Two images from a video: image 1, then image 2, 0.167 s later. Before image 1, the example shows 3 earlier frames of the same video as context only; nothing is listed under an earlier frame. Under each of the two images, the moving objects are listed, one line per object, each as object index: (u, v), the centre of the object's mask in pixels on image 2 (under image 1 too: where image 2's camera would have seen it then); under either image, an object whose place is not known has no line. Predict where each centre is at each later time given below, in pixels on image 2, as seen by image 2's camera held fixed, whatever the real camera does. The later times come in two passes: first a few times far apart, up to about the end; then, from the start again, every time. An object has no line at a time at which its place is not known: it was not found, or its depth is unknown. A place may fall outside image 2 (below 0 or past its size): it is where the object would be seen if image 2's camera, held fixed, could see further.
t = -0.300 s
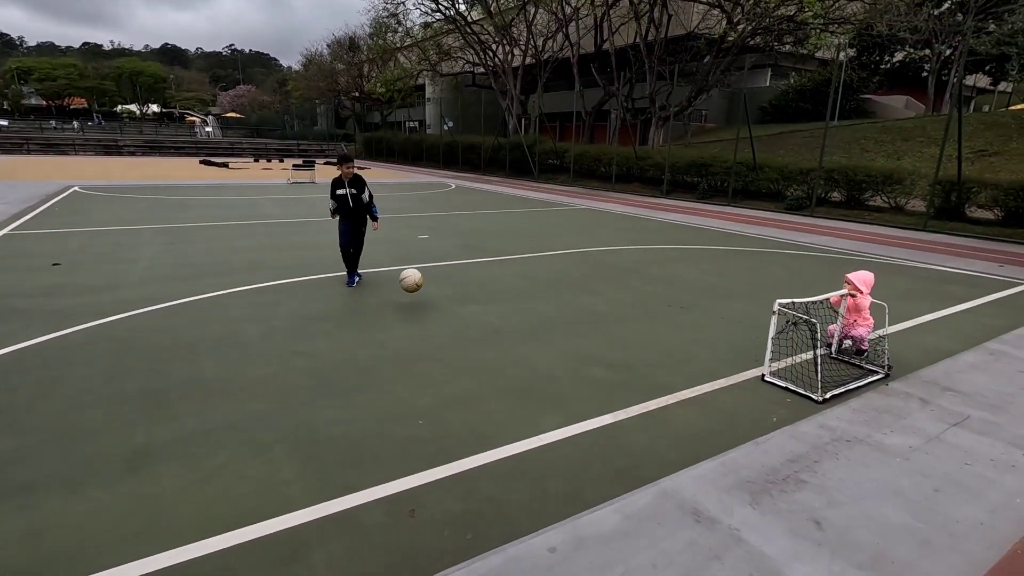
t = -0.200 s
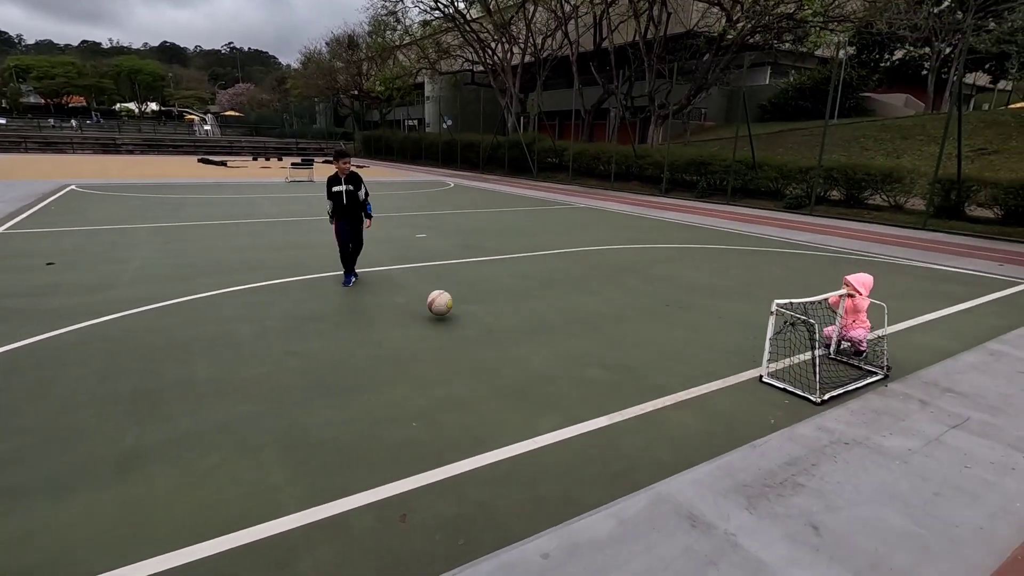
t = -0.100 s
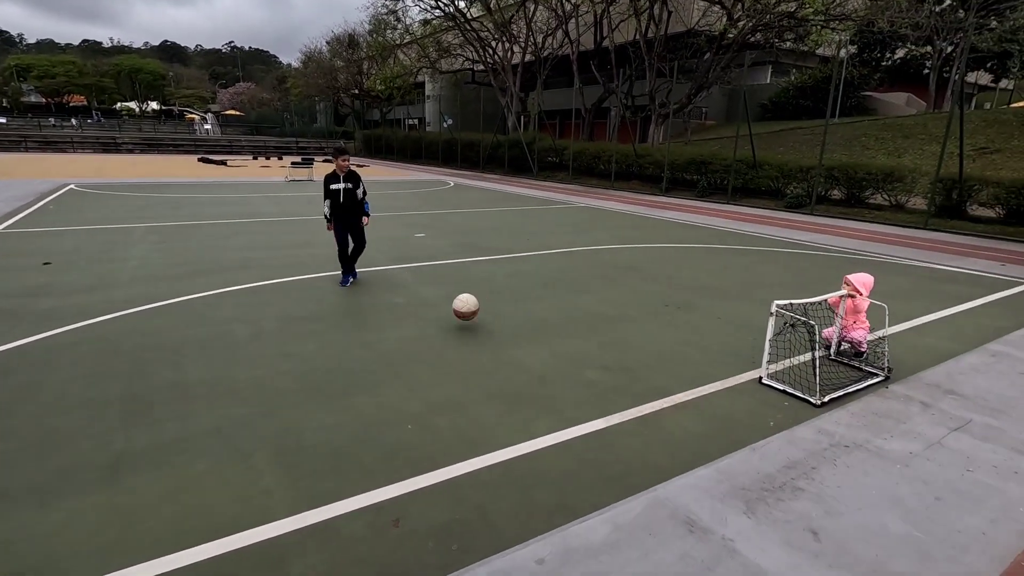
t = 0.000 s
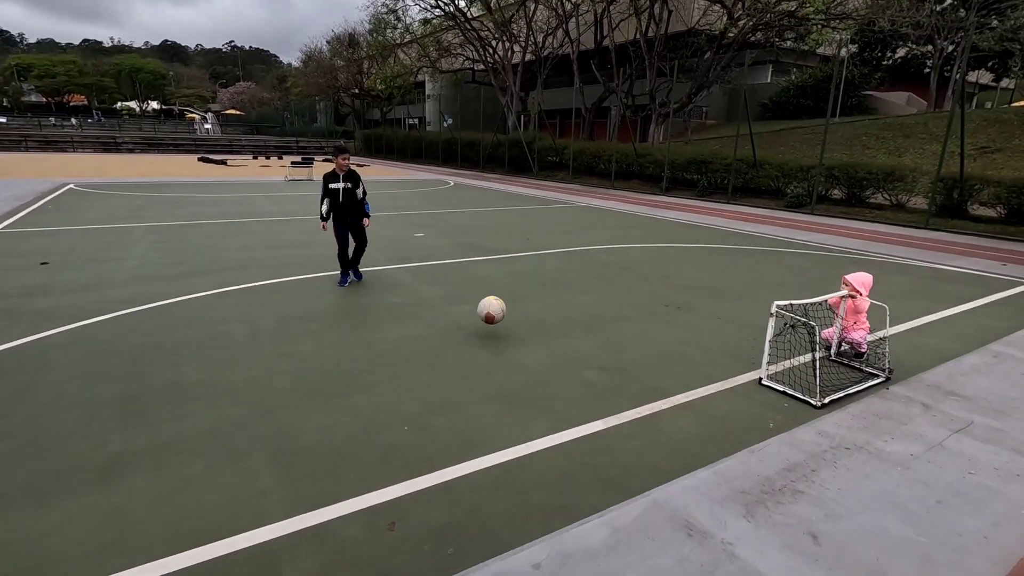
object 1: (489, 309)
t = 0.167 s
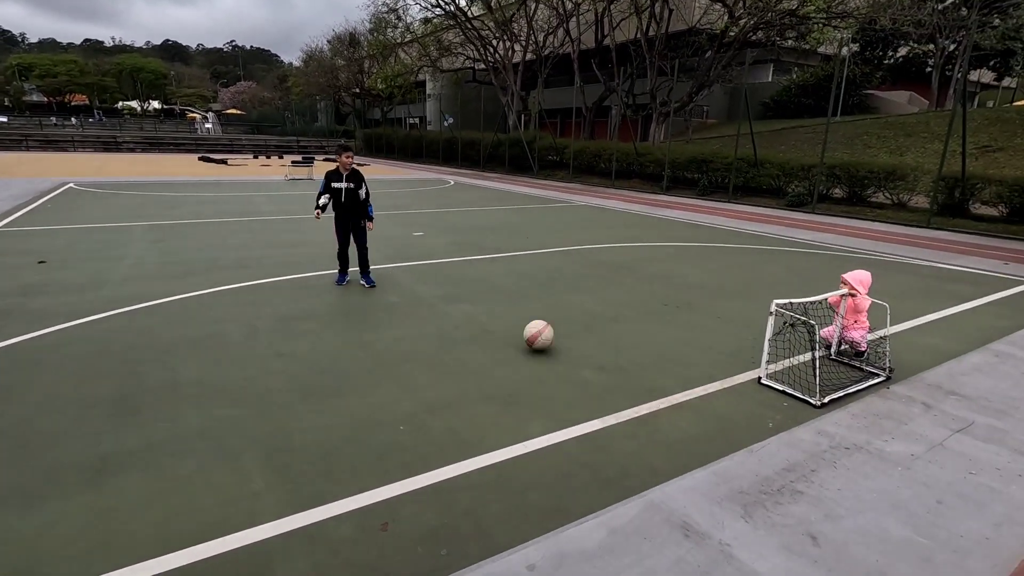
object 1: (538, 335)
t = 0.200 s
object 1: (548, 333)
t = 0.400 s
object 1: (607, 350)
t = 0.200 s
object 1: (548, 333)
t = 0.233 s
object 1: (558, 332)
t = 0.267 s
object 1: (567, 332)
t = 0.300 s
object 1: (577, 334)
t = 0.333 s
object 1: (587, 338)
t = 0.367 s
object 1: (597, 343)
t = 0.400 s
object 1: (607, 350)
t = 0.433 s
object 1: (617, 358)
